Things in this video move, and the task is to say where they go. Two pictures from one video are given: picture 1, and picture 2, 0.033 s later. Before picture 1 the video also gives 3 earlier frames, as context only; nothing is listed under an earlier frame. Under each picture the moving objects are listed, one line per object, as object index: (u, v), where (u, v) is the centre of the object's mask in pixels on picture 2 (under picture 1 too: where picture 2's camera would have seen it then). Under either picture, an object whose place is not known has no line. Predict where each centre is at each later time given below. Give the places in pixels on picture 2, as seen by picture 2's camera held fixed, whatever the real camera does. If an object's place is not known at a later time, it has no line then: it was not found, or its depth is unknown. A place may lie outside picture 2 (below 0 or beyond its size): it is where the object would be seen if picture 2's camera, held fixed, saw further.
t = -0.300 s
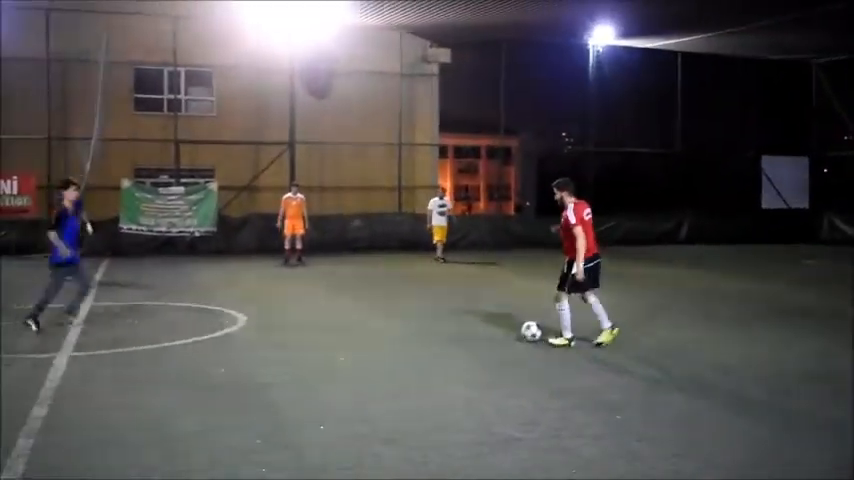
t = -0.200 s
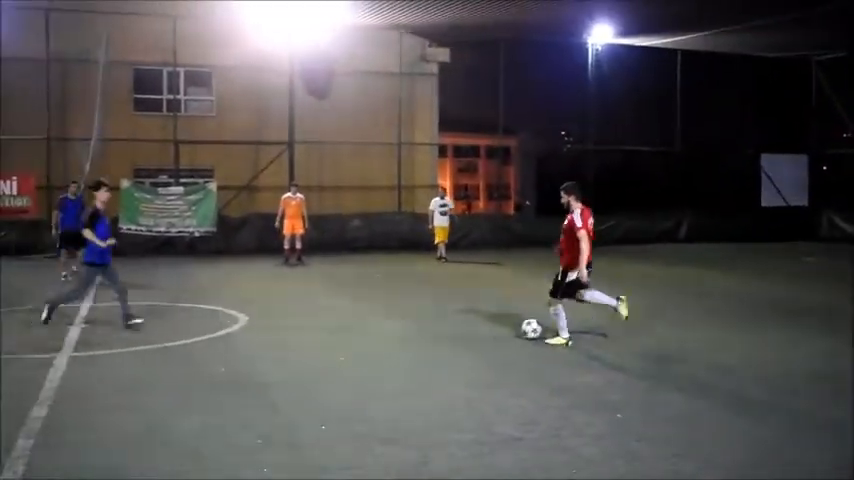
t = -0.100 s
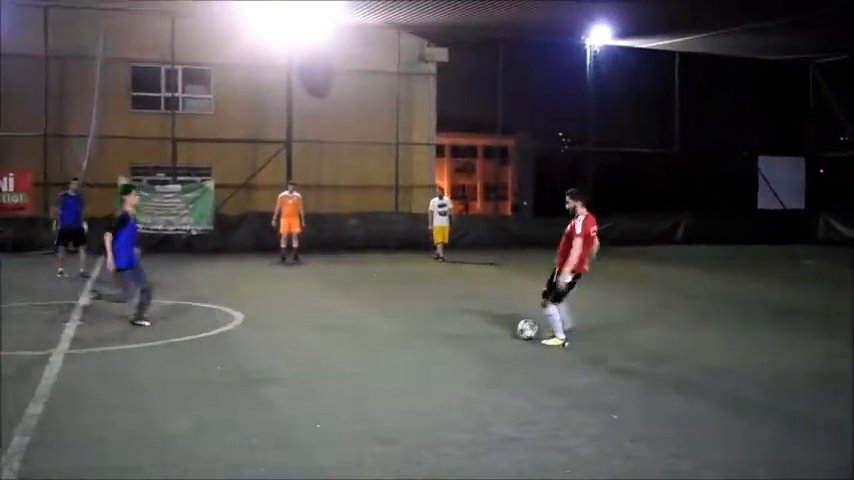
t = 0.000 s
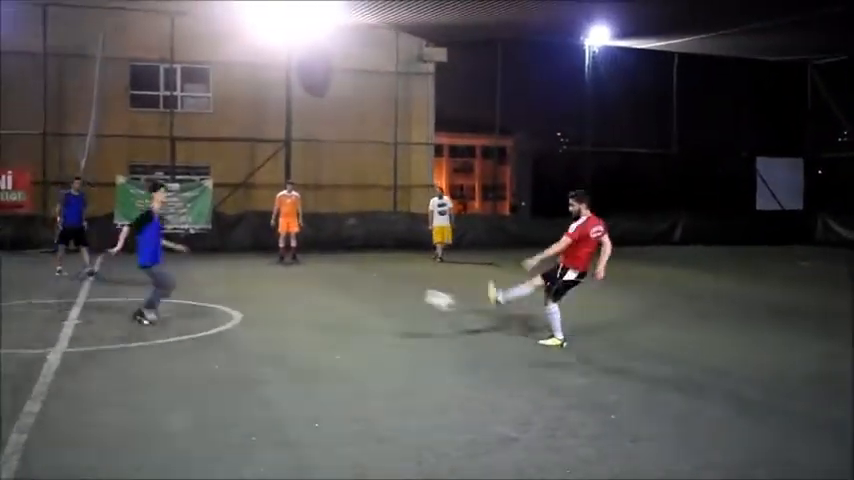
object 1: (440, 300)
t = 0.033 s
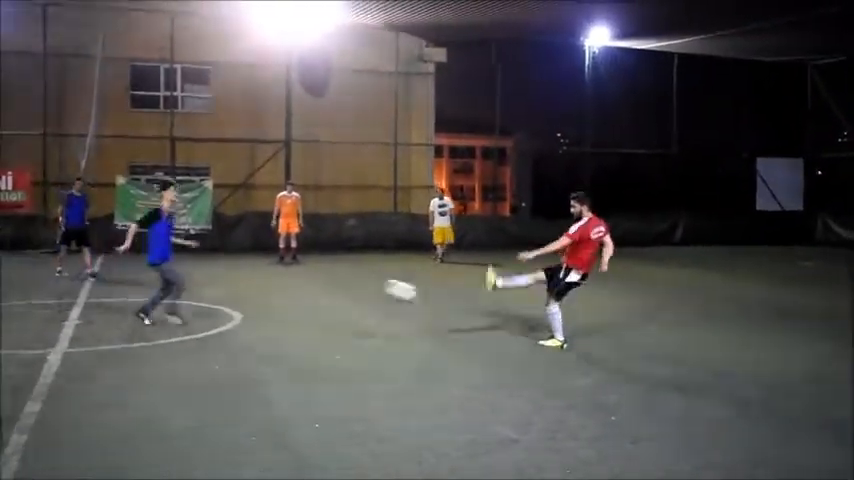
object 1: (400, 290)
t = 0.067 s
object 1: (362, 280)
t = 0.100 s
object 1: (322, 270)
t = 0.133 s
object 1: (281, 262)
